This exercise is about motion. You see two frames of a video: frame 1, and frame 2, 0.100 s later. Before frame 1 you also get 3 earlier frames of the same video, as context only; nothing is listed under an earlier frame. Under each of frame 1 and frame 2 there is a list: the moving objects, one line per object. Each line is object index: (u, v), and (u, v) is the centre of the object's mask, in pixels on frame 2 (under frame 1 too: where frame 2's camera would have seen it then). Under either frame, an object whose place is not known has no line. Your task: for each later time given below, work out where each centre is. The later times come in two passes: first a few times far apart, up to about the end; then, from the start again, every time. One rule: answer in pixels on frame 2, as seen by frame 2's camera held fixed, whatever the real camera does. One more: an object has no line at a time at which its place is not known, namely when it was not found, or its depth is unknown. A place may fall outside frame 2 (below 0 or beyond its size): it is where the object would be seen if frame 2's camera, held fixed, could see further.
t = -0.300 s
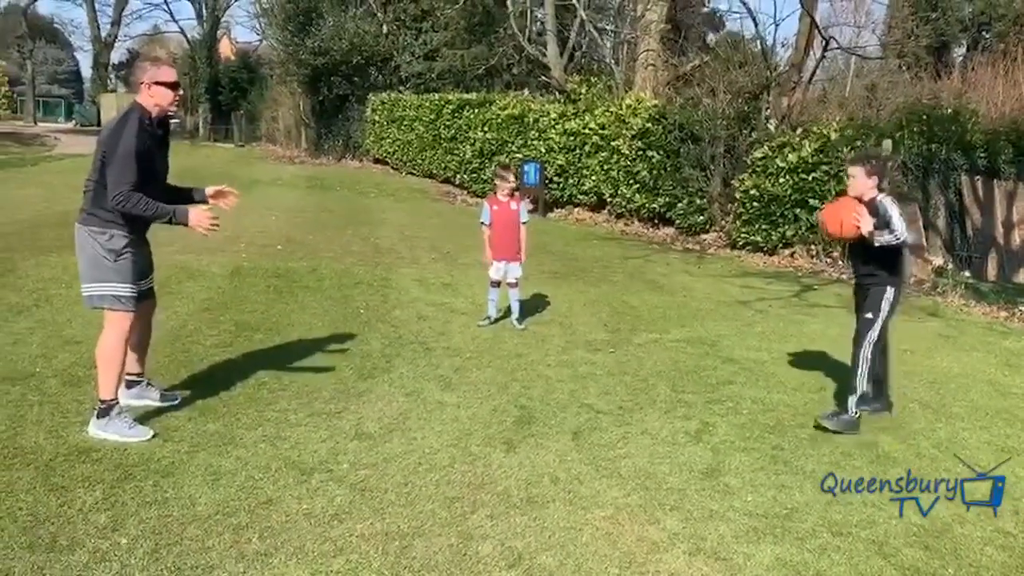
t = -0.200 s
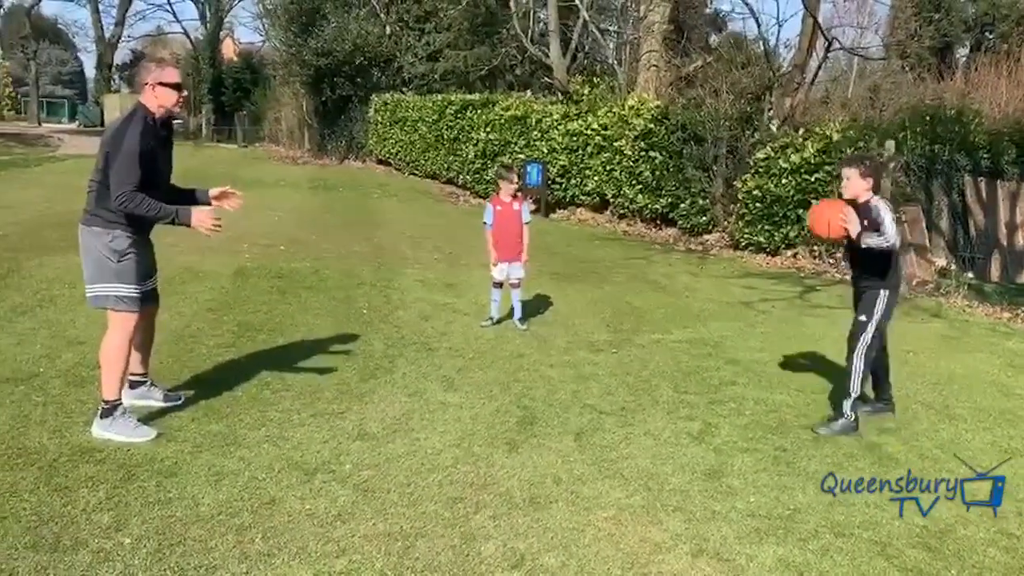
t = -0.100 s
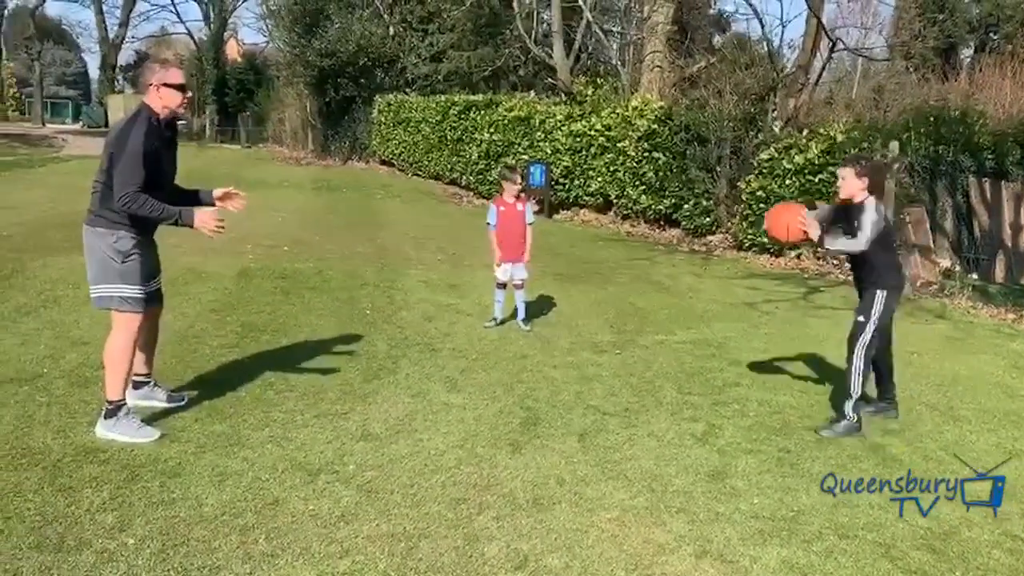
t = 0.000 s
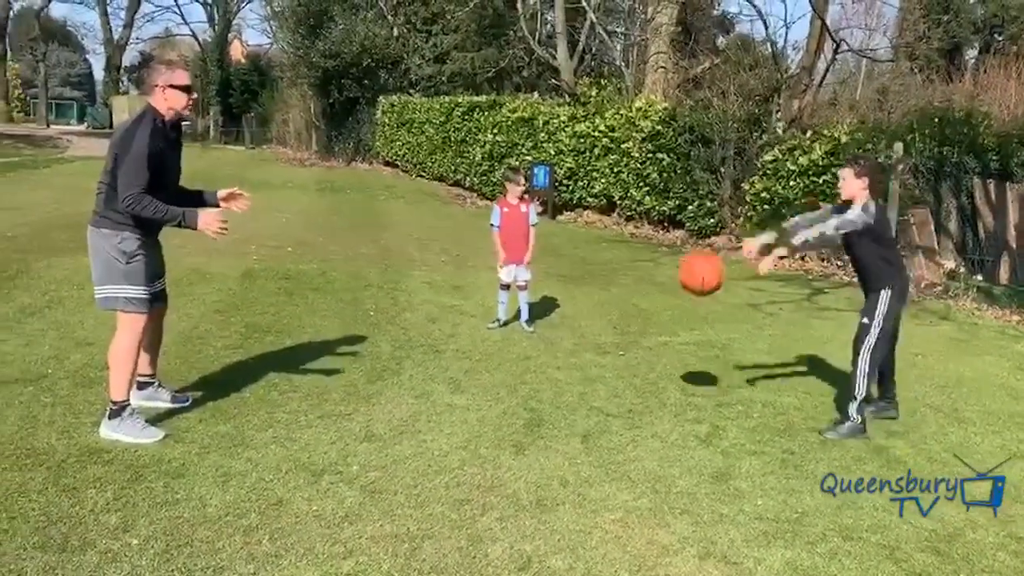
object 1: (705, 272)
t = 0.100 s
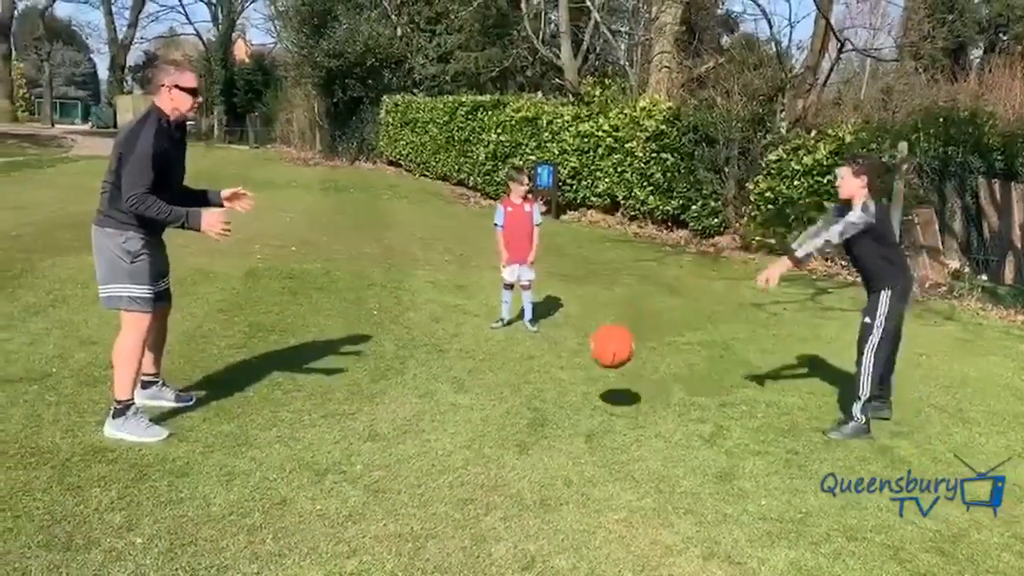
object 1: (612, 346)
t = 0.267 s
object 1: (510, 336)
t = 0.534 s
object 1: (394, 226)
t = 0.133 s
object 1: (581, 374)
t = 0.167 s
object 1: (552, 403)
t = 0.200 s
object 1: (538, 380)
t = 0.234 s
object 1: (524, 356)
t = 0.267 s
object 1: (510, 336)
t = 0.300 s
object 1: (495, 314)
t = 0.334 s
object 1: (481, 296)
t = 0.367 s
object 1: (467, 279)
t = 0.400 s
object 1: (453, 264)
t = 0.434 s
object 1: (439, 252)
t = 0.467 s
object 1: (424, 241)
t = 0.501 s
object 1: (409, 233)
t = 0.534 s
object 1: (394, 226)
